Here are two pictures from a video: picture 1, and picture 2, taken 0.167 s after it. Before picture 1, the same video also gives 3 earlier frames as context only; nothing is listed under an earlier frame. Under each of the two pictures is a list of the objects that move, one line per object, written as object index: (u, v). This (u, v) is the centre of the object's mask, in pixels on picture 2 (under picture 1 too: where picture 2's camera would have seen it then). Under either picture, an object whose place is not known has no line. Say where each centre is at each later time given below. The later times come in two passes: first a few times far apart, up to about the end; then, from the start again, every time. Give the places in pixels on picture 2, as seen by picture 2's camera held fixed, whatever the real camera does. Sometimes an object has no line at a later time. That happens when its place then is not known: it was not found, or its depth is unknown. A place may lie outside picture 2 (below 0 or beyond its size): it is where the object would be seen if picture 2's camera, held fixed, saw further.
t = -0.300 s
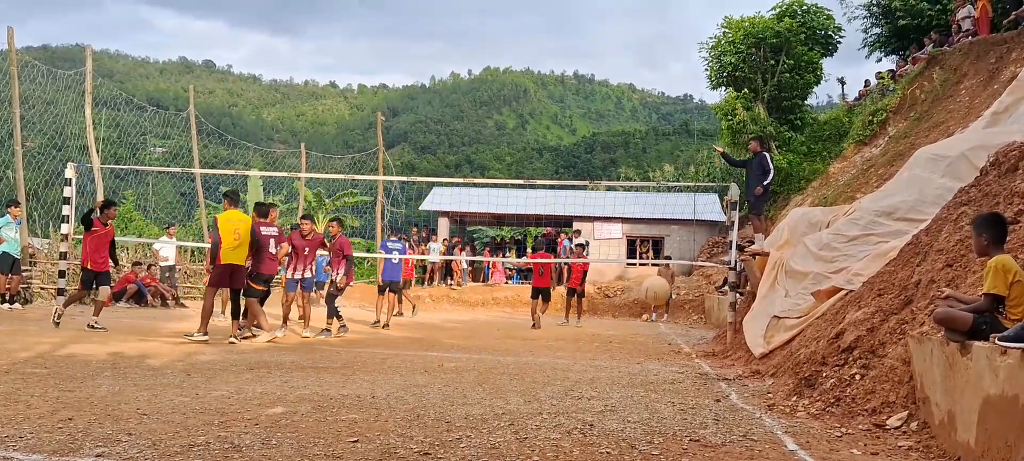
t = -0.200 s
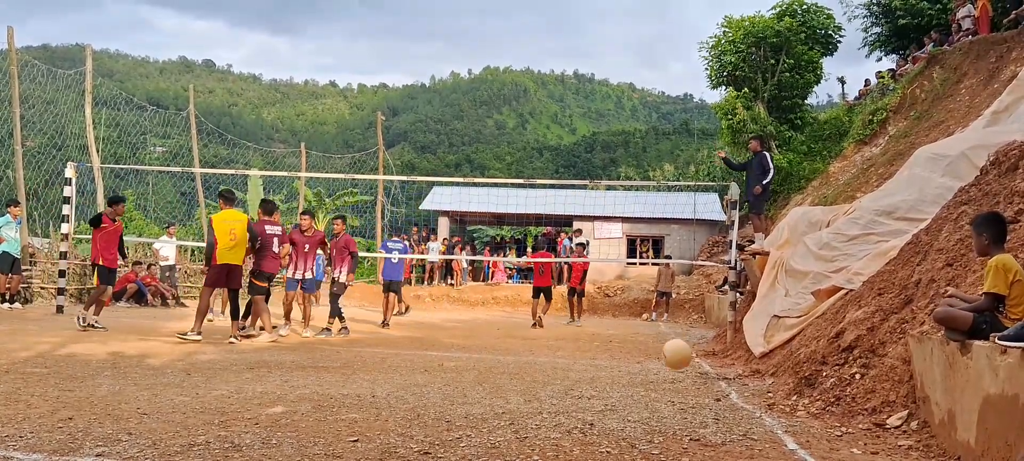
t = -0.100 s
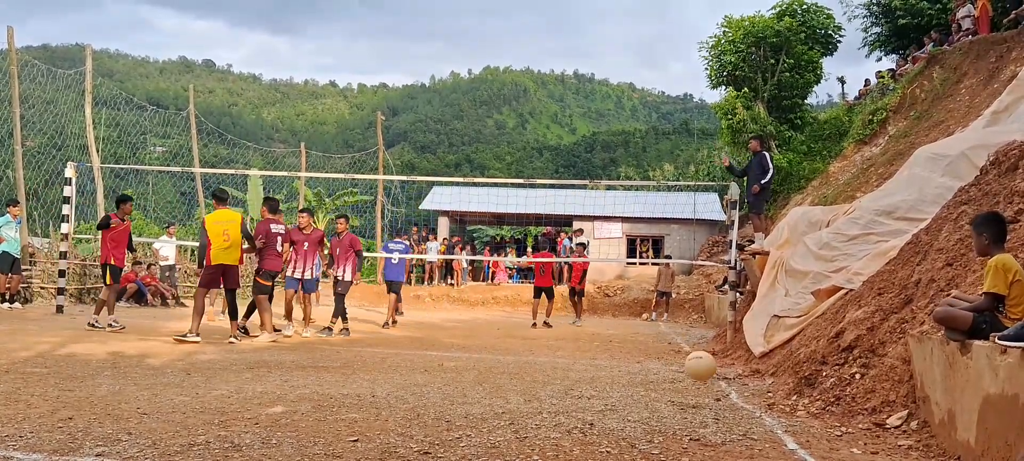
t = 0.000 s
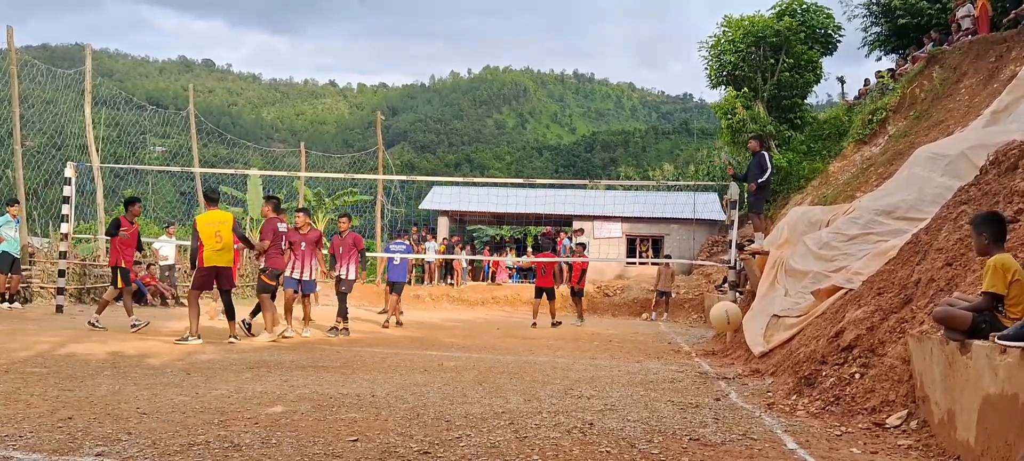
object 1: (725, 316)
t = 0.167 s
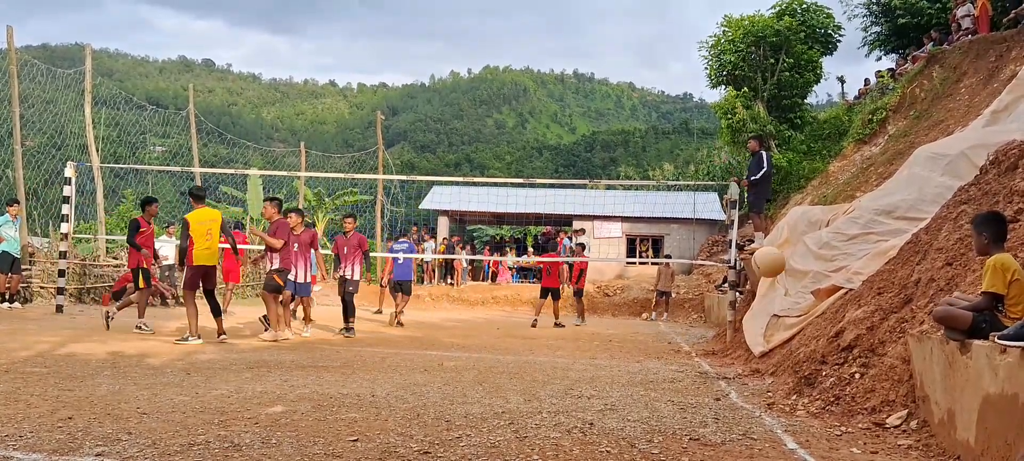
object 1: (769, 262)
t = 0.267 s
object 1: (796, 247)
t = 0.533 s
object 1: (873, 285)
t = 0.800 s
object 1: (889, 407)
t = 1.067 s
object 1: (799, 391)
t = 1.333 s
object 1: (702, 398)
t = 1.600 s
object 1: (603, 399)
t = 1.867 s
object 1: (505, 406)
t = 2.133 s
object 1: (408, 403)
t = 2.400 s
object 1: (312, 401)
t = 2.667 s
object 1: (215, 398)
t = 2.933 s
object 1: (122, 393)
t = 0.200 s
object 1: (777, 255)
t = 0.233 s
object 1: (787, 250)
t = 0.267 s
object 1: (796, 247)
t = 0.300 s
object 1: (806, 245)
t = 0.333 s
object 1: (815, 245)
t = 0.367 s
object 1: (824, 247)
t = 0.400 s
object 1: (834, 252)
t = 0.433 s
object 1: (843, 257)
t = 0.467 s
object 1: (853, 265)
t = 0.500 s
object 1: (862, 274)
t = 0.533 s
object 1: (873, 285)
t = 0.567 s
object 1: (883, 299)
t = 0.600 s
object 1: (893, 313)
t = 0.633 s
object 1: (903, 331)
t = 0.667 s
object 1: (914, 352)
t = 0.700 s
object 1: (912, 365)
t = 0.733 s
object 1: (904, 377)
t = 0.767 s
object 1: (896, 391)
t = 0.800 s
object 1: (889, 407)
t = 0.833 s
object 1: (881, 425)
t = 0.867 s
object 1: (871, 420)
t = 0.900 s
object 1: (859, 411)
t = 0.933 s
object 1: (848, 403)
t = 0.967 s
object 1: (836, 397)
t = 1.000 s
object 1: (824, 393)
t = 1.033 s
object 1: (812, 391)
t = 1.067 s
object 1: (799, 391)
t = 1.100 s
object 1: (786, 391)
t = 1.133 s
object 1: (775, 396)
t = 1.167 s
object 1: (762, 402)
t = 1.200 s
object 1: (750, 410)
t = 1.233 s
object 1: (738, 415)
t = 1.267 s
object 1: (726, 407)
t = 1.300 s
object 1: (714, 401)
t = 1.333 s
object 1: (702, 398)
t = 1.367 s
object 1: (689, 396)
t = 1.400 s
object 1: (676, 397)
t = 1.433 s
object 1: (664, 399)
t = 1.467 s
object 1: (651, 404)
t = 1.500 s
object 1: (638, 411)
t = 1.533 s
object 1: (627, 406)
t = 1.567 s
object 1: (615, 402)
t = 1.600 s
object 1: (603, 399)
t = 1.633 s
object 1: (590, 399)
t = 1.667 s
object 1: (578, 402)
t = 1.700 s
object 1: (565, 406)
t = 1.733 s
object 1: (553, 406)
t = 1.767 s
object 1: (541, 403)
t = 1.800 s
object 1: (529, 403)
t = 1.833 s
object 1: (517, 404)
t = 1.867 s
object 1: (505, 406)
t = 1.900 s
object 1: (493, 404)
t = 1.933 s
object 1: (481, 404)
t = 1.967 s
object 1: (469, 406)
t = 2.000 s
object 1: (457, 405)
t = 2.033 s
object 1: (445, 404)
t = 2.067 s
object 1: (433, 405)
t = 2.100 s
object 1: (420, 405)
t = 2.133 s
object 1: (408, 403)
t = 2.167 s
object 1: (397, 402)
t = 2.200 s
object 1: (385, 403)
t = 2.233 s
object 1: (373, 403)
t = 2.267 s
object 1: (361, 402)
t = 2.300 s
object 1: (348, 401)
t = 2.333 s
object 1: (336, 400)
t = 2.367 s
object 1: (324, 402)
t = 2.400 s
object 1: (312, 401)
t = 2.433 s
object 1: (299, 401)
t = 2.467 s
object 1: (287, 402)
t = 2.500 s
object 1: (275, 402)
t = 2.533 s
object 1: (263, 402)
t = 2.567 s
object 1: (251, 402)
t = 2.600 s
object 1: (238, 402)
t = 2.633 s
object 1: (226, 400)
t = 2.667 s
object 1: (215, 398)
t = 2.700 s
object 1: (204, 397)
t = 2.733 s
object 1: (191, 397)
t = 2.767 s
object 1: (180, 396)
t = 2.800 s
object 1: (168, 397)
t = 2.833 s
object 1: (156, 397)
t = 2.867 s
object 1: (144, 398)
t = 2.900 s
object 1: (133, 396)
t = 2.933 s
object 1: (122, 393)
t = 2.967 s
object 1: (111, 392)
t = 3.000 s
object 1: (99, 393)
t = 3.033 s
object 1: (88, 393)
